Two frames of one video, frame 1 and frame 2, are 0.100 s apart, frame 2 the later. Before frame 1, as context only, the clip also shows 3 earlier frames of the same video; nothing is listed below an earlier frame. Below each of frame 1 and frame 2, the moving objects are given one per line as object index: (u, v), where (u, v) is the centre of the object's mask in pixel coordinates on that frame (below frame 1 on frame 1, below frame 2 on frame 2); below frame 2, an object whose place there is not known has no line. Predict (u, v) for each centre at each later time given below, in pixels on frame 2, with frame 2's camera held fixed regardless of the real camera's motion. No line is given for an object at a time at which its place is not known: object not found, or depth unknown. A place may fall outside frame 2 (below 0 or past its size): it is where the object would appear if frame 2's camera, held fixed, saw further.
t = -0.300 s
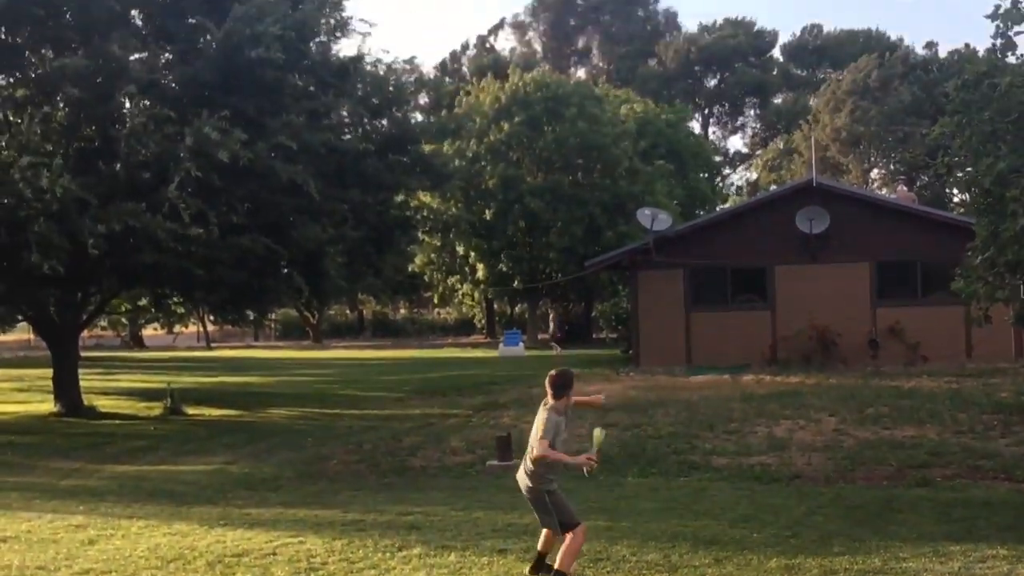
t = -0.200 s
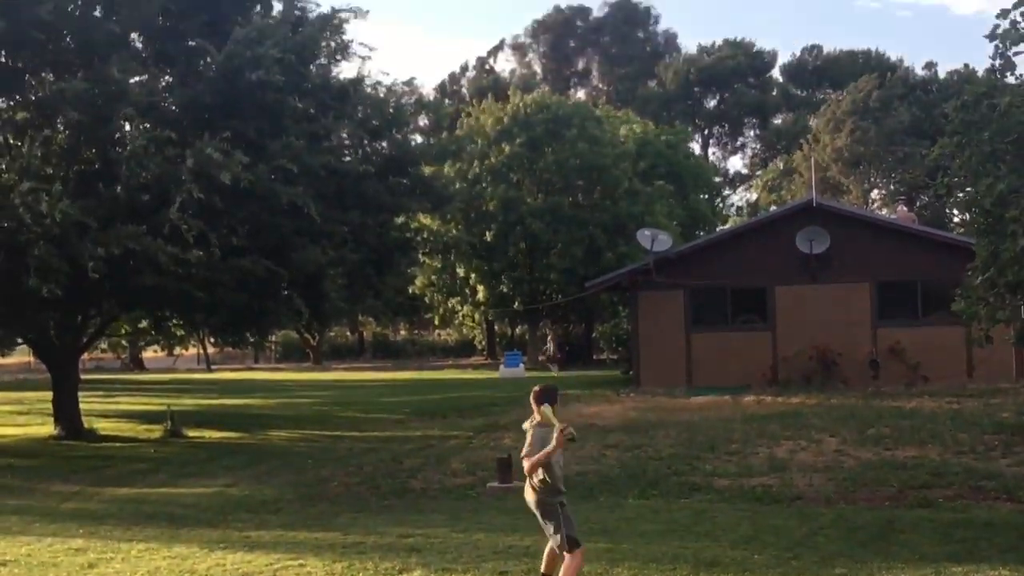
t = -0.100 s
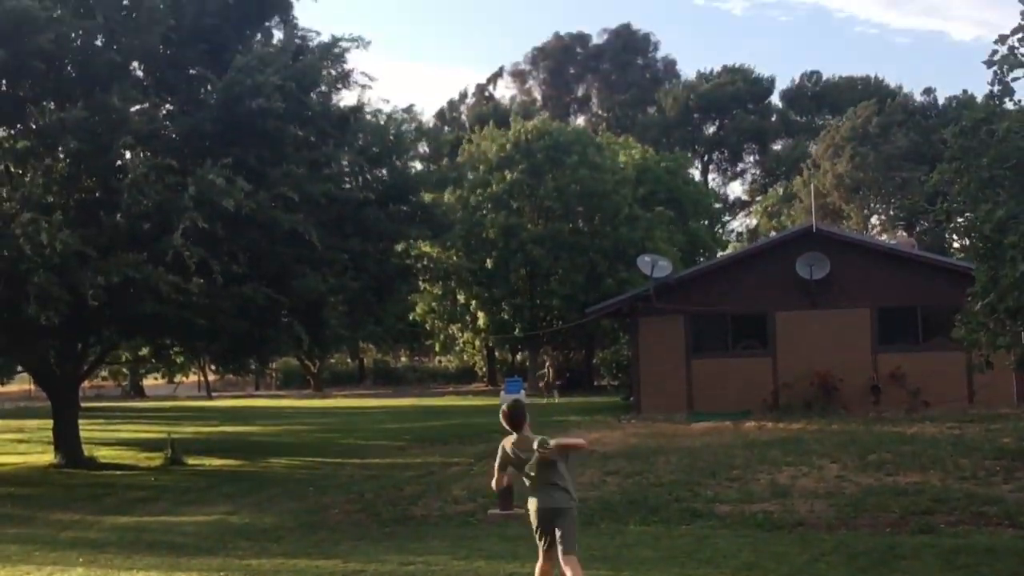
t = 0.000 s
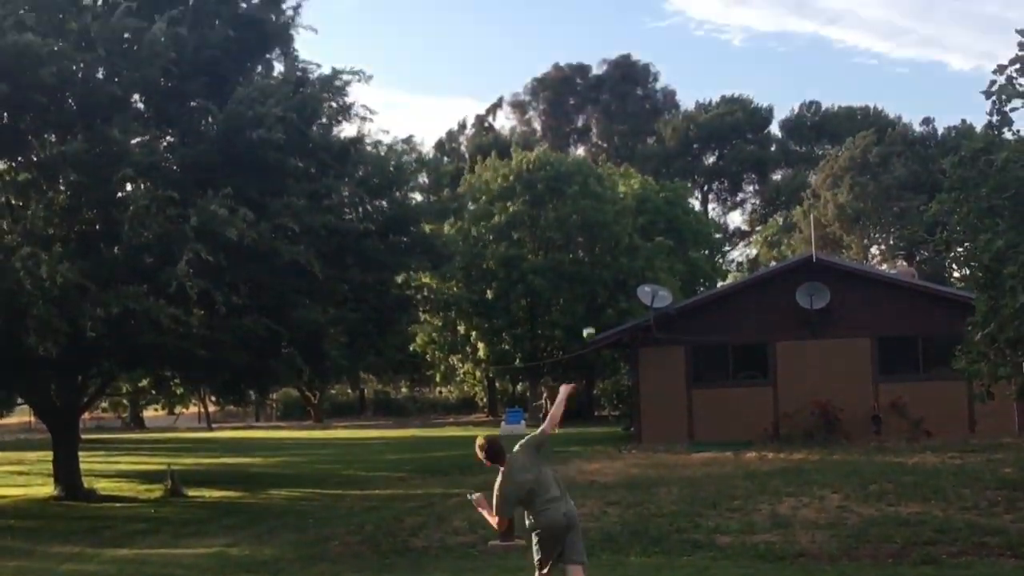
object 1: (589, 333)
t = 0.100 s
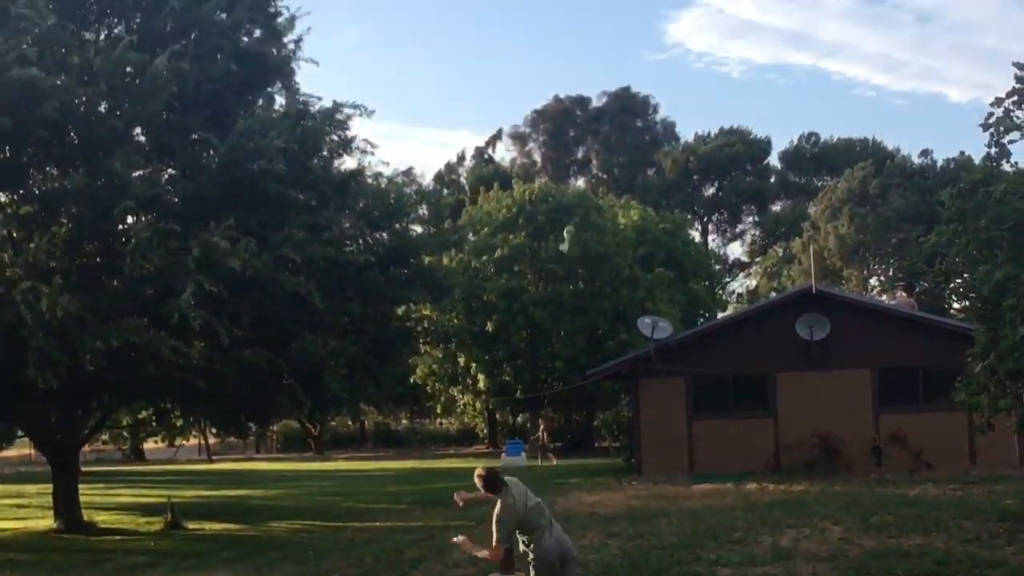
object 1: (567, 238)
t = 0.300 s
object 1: (547, 90)
